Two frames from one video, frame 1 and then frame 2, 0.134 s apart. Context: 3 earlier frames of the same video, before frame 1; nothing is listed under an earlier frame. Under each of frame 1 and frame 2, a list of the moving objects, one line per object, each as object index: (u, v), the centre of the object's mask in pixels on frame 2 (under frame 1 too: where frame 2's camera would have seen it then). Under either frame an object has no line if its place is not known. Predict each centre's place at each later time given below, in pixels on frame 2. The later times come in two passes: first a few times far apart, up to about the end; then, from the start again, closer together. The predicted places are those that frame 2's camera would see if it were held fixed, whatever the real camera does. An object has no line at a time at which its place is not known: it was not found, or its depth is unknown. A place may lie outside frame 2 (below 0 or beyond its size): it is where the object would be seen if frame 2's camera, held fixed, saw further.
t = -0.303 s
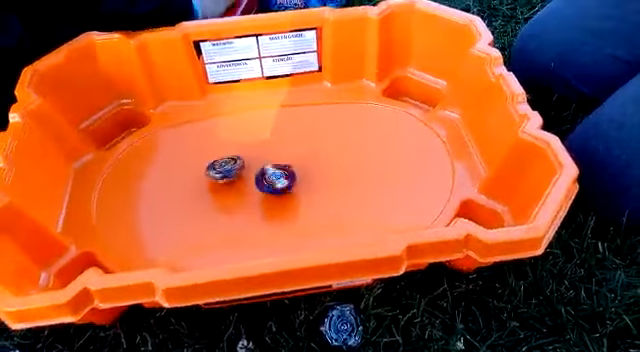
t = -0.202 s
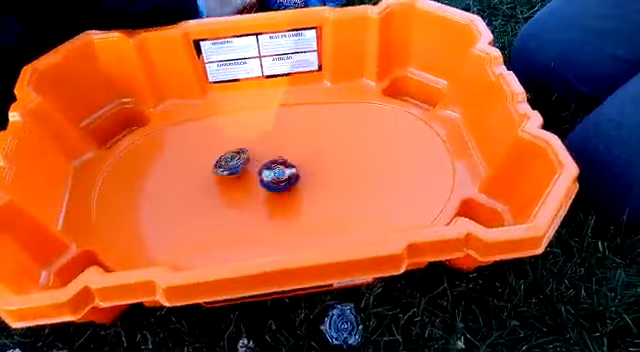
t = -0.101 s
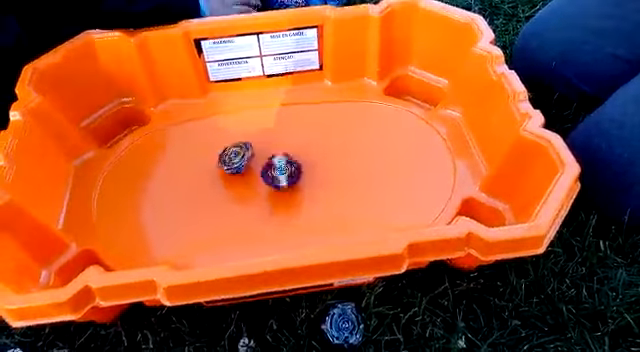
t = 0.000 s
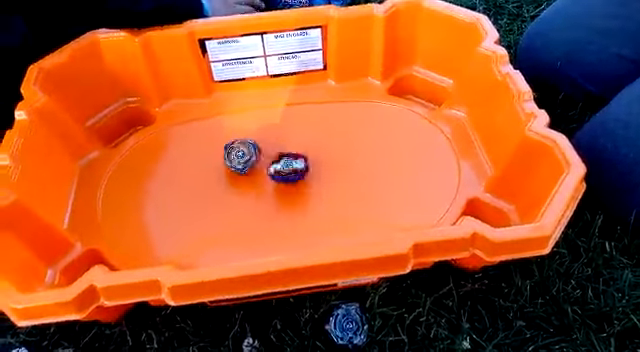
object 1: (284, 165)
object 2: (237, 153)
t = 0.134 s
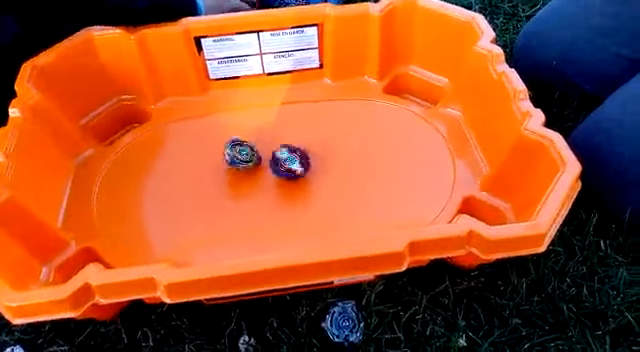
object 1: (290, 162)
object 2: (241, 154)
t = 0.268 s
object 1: (293, 159)
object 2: (245, 158)
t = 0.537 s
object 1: (302, 166)
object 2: (255, 159)
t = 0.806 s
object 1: (307, 174)
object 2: (261, 158)
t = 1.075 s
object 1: (300, 175)
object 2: (265, 159)
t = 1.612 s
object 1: (300, 175)
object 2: (262, 160)
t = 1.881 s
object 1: (303, 175)
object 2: (257, 166)
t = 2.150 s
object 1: (309, 178)
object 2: (259, 167)
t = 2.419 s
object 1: (303, 177)
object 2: (262, 171)
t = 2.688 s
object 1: (306, 172)
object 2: (268, 167)
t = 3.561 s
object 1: (309, 181)
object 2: (277, 166)
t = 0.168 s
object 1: (291, 160)
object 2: (242, 154)
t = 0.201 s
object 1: (292, 159)
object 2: (242, 157)
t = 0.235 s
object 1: (292, 159)
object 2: (242, 157)
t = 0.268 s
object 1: (293, 159)
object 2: (245, 158)
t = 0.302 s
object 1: (293, 159)
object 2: (248, 158)
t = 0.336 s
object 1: (292, 157)
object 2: (250, 159)
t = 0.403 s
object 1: (294, 160)
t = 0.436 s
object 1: (297, 161)
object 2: (250, 158)
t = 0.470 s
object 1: (299, 163)
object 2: (251, 158)
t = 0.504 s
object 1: (301, 164)
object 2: (254, 159)
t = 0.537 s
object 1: (302, 166)
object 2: (255, 159)
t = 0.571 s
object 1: (304, 167)
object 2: (258, 158)
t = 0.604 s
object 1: (306, 168)
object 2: (259, 158)
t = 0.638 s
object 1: (307, 170)
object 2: (259, 158)
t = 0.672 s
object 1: (308, 172)
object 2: (258, 158)
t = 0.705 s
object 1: (307, 172)
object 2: (258, 159)
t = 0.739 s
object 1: (308, 173)
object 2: (259, 159)
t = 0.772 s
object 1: (308, 174)
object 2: (261, 158)
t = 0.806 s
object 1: (307, 174)
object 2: (261, 158)
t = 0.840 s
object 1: (308, 175)
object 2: (260, 157)
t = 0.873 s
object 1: (306, 176)
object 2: (261, 157)
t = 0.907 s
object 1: (306, 176)
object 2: (260, 157)
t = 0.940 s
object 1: (306, 176)
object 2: (262, 157)
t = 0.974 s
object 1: (304, 177)
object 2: (263, 157)
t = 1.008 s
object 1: (304, 176)
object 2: (264, 158)
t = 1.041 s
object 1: (303, 176)
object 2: (265, 159)
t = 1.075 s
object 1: (300, 175)
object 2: (265, 159)
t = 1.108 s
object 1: (300, 174)
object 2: (264, 159)
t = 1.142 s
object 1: (300, 173)
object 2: (263, 159)
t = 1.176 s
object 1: (300, 173)
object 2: (264, 159)
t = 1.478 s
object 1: (306, 175)
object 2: (267, 159)
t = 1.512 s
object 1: (305, 175)
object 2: (267, 160)
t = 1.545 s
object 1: (303, 175)
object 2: (266, 160)
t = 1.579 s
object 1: (300, 175)
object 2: (265, 160)
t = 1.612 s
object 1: (300, 175)
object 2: (262, 160)
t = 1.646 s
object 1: (301, 175)
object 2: (258, 162)
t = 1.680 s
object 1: (301, 177)
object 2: (258, 162)
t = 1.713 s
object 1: (298, 178)
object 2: (258, 162)
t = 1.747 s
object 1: (296, 178)
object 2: (257, 162)
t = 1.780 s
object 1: (295, 176)
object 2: (257, 162)
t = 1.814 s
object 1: (297, 175)
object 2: (256, 162)
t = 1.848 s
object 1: (300, 175)
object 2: (257, 164)
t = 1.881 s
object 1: (303, 175)
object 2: (257, 166)
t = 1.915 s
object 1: (304, 175)
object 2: (259, 167)
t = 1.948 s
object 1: (303, 174)
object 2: (260, 170)
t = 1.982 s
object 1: (302, 174)
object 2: (261, 170)
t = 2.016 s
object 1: (304, 174)
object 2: (262, 168)
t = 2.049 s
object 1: (307, 178)
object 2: (260, 169)
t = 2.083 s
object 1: (307, 178)
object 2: (260, 167)
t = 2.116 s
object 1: (309, 178)
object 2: (260, 168)
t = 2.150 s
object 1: (309, 178)
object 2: (259, 167)
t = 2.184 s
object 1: (309, 179)
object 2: (260, 169)
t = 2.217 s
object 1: (309, 180)
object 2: (260, 169)
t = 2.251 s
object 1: (308, 180)
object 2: (261, 168)
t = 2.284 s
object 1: (307, 181)
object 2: (261, 169)
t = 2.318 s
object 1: (306, 181)
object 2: (261, 170)
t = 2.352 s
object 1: (305, 180)
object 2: (262, 170)
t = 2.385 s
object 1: (304, 179)
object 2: (261, 170)
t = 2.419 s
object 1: (303, 177)
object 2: (262, 171)
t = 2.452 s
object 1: (303, 176)
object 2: (262, 171)
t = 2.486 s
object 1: (303, 175)
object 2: (263, 172)
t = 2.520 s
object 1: (303, 174)
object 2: (264, 171)
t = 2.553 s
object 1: (303, 173)
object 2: (264, 170)
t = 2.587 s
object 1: (304, 173)
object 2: (266, 169)
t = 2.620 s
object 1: (304, 173)
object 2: (266, 169)
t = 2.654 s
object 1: (305, 172)
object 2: (267, 168)
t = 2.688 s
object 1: (306, 172)
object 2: (268, 167)
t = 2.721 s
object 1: (306, 171)
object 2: (269, 165)
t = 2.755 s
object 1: (306, 171)
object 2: (269, 164)
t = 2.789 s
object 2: (270, 163)
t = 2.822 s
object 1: (306, 172)
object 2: (271, 162)
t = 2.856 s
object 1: (305, 170)
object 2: (272, 161)
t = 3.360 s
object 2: (275, 162)
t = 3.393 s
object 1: (309, 182)
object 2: (276, 163)
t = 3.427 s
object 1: (309, 182)
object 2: (276, 164)
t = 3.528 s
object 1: (309, 182)
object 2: (277, 166)
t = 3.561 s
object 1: (309, 181)
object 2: (277, 166)
